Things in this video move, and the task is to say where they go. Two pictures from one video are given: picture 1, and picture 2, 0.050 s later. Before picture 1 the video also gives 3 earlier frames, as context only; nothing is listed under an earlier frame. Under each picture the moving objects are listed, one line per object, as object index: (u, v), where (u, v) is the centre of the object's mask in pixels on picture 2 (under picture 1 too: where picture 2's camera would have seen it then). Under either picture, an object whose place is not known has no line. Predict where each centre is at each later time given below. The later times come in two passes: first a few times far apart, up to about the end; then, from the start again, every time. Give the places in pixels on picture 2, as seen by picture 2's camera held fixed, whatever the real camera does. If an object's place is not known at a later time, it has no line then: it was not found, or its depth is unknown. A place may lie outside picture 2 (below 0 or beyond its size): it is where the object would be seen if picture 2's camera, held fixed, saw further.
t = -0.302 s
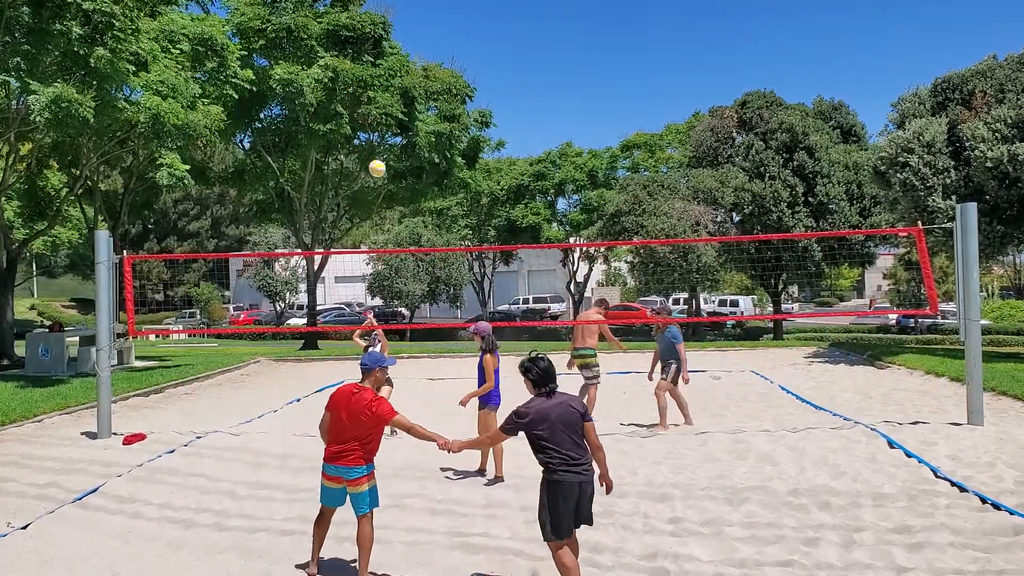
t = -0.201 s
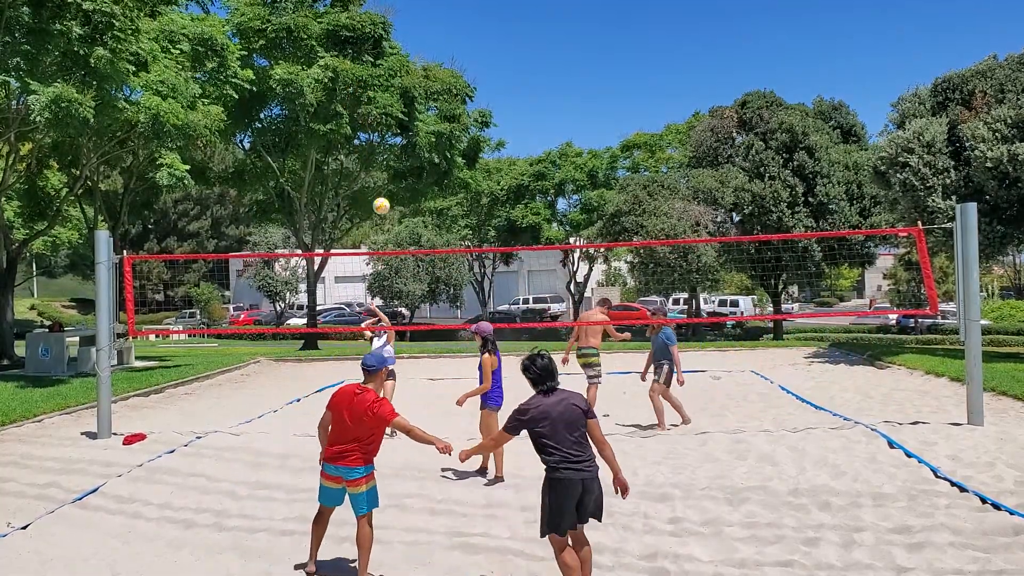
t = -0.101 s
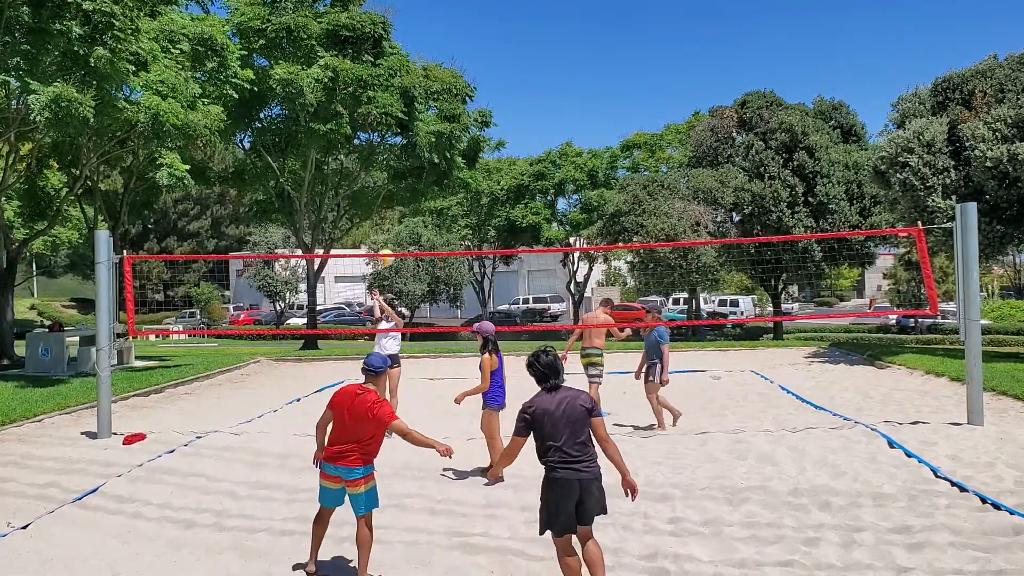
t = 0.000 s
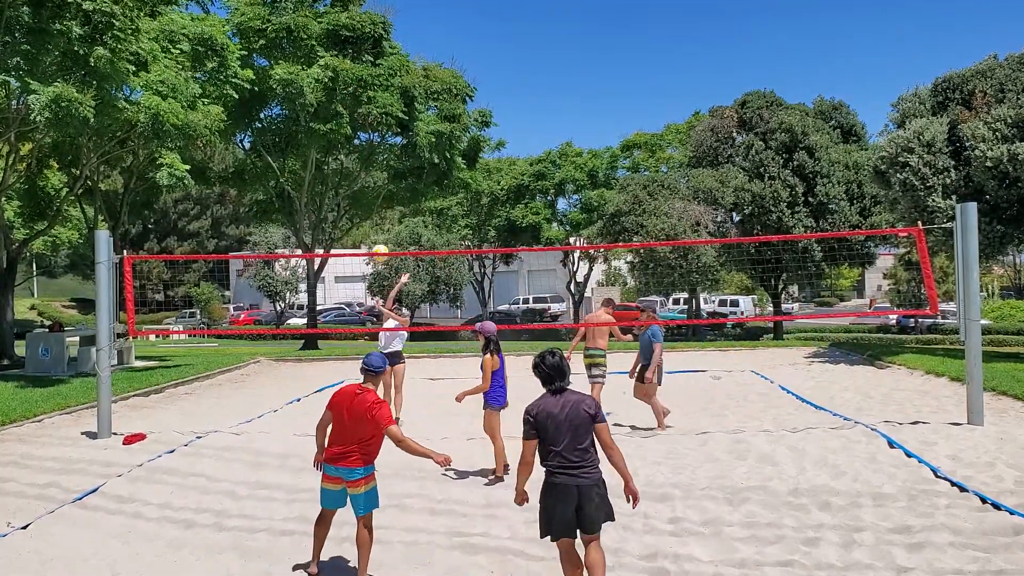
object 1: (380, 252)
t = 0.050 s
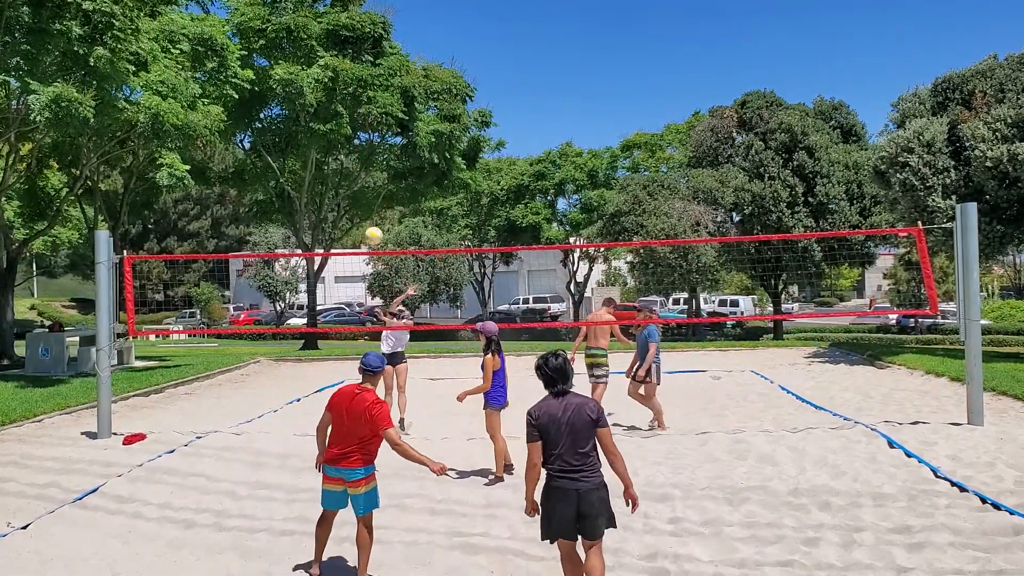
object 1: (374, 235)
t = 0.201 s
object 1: (352, 189)
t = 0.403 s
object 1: (317, 149)
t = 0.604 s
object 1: (273, 141)
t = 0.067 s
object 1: (371, 230)
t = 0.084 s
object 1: (369, 224)
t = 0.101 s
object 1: (367, 219)
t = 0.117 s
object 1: (364, 214)
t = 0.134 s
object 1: (362, 209)
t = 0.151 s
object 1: (360, 204)
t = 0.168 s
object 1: (357, 199)
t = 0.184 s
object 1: (355, 194)
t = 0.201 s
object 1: (352, 189)
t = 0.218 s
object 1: (350, 185)
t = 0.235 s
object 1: (347, 181)
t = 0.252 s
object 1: (344, 177)
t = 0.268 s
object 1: (341, 173)
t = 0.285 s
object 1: (338, 169)
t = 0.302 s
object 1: (335, 166)
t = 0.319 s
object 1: (332, 162)
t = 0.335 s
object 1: (329, 159)
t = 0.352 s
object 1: (326, 156)
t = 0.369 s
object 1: (323, 153)
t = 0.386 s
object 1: (320, 151)
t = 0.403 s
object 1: (317, 149)
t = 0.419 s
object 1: (313, 147)
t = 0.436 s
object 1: (310, 145)
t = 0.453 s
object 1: (306, 143)
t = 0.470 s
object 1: (303, 142)
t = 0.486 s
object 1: (300, 141)
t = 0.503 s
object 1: (296, 140)
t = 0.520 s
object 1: (292, 139)
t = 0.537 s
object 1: (289, 139)
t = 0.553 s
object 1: (285, 139)
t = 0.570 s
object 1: (281, 139)
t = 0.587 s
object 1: (277, 140)
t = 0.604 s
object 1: (273, 141)
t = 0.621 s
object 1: (269, 142)
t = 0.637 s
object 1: (264, 144)
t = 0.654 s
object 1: (260, 145)
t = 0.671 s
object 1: (256, 147)
